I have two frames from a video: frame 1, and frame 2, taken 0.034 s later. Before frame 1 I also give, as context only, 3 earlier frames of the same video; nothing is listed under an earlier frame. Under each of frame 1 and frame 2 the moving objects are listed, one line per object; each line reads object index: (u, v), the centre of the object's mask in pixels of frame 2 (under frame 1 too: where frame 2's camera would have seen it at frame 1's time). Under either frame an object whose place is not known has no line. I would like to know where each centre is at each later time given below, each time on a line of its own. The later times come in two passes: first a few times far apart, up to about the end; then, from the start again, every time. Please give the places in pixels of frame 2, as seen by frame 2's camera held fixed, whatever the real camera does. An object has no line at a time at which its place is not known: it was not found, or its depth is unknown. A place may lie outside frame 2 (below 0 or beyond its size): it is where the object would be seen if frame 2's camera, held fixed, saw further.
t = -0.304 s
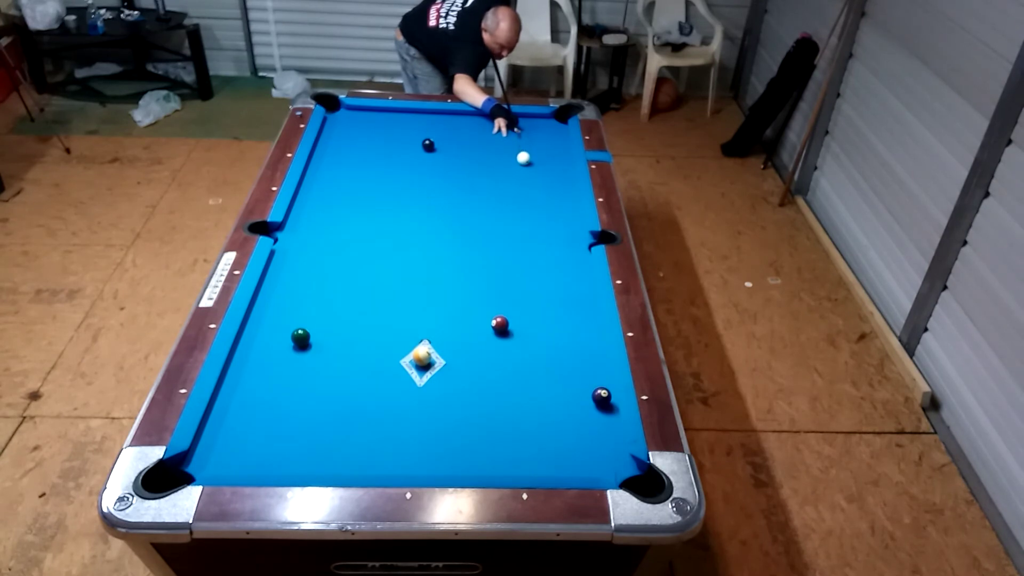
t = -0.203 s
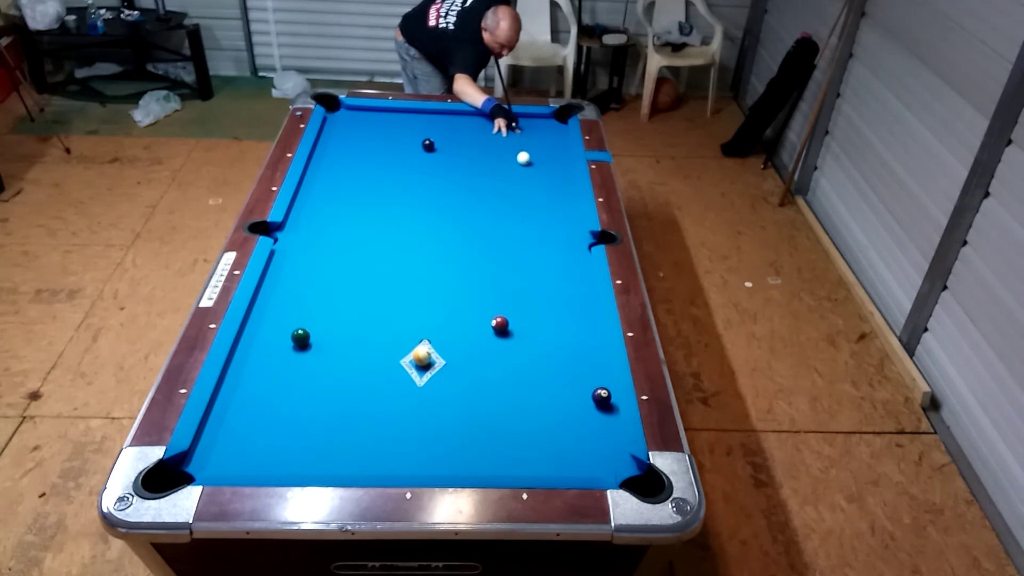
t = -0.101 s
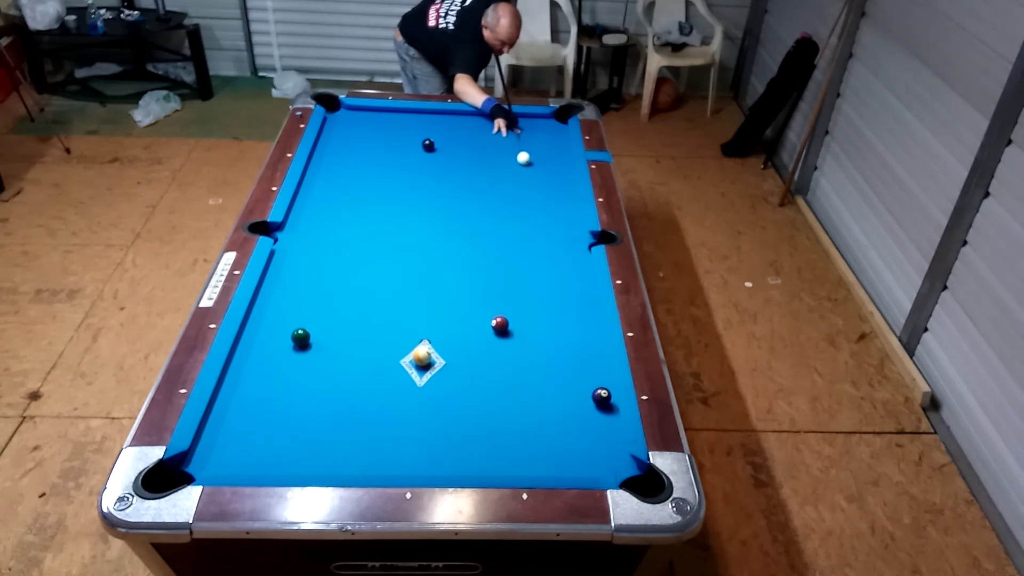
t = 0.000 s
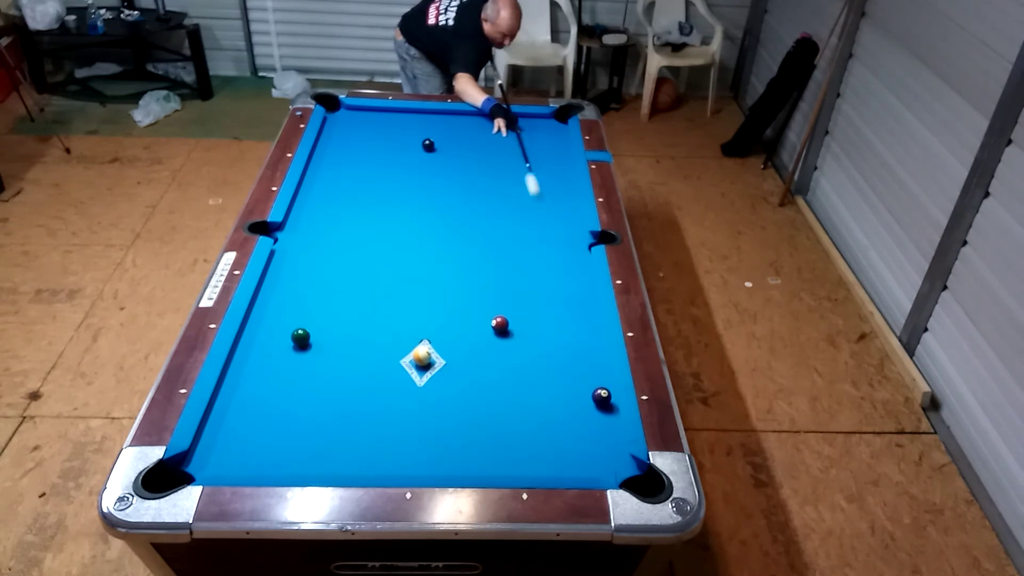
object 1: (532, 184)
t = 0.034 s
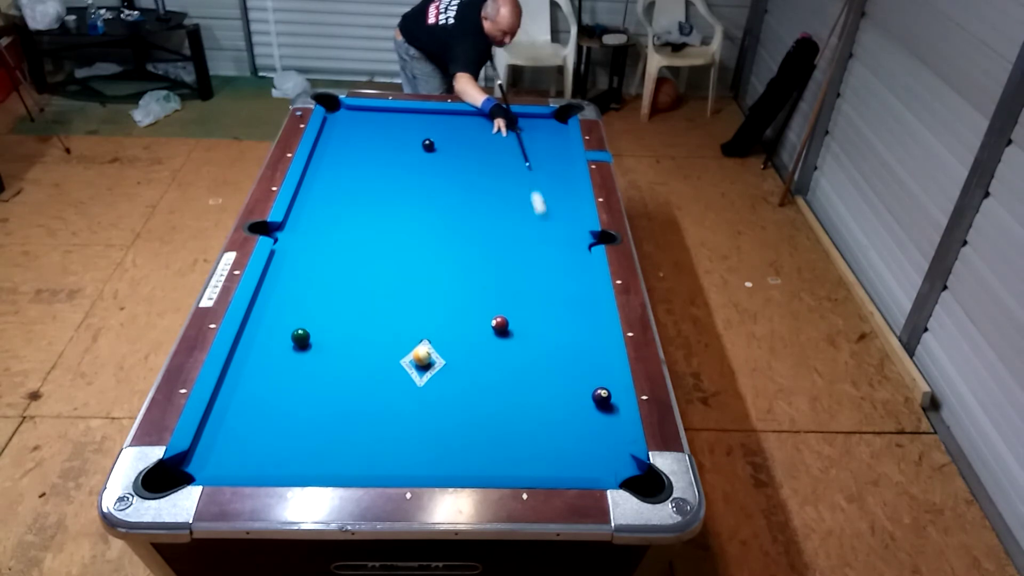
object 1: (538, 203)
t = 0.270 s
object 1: (593, 367)
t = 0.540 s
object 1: (585, 361)
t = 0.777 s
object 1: (566, 338)
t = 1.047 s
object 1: (547, 314)
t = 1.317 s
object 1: (529, 293)
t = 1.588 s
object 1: (514, 274)
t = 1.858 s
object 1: (499, 257)
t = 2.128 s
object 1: (487, 242)
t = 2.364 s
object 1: (477, 230)
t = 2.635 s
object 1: (467, 217)
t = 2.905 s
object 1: (457, 206)
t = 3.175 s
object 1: (449, 196)
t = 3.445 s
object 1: (442, 187)
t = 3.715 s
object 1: (435, 179)
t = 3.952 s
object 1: (431, 173)
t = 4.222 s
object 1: (426, 166)
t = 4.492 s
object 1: (422, 161)
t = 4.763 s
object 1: (418, 156)
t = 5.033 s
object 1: (416, 152)
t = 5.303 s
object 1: (414, 149)
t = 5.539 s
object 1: (413, 147)
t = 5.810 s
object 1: (413, 145)
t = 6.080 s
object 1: (413, 144)
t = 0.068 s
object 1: (545, 222)
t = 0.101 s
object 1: (551, 243)
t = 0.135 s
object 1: (559, 265)
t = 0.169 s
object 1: (566, 288)
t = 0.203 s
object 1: (575, 313)
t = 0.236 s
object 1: (584, 340)
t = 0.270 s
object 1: (593, 367)
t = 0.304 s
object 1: (601, 382)
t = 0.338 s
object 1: (604, 382)
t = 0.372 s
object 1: (600, 379)
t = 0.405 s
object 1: (597, 376)
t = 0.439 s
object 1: (594, 372)
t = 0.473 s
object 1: (591, 368)
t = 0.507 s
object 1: (588, 365)
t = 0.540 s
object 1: (585, 361)
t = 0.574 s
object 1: (582, 358)
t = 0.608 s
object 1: (580, 354)
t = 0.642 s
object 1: (577, 351)
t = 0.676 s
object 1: (574, 348)
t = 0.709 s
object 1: (571, 344)
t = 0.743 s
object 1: (569, 341)
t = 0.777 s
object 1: (566, 338)
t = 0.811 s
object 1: (564, 335)
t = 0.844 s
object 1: (561, 331)
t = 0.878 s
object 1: (559, 329)
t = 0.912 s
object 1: (556, 325)
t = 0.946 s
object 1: (554, 323)
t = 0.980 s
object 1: (551, 320)
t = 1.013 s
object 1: (549, 317)
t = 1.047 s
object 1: (547, 314)
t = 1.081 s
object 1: (545, 311)
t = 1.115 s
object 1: (542, 308)
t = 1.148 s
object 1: (540, 306)
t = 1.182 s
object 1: (538, 303)
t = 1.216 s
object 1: (536, 300)
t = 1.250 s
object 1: (534, 298)
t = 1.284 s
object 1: (531, 295)
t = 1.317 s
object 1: (529, 293)
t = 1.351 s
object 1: (527, 290)
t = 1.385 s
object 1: (525, 288)
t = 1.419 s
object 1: (523, 285)
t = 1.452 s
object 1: (521, 283)
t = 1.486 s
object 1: (519, 281)
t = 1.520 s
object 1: (517, 278)
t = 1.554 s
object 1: (515, 276)
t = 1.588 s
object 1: (514, 274)
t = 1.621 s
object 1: (512, 271)
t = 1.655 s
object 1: (510, 269)
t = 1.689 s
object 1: (508, 267)
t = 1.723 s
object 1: (506, 265)
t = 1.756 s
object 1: (504, 263)
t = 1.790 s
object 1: (503, 261)
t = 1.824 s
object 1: (501, 259)
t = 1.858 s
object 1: (499, 257)
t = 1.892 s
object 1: (498, 255)
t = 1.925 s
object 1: (496, 253)
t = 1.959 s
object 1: (495, 251)
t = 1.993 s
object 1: (493, 249)
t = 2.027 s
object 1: (491, 247)
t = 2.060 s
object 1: (490, 245)
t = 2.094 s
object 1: (488, 243)
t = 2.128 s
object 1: (487, 242)
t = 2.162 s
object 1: (485, 240)
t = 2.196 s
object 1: (484, 238)
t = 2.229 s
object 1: (482, 236)
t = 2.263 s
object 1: (481, 235)
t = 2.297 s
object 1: (479, 233)
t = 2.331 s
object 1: (478, 231)
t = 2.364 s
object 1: (477, 230)
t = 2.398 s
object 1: (475, 228)
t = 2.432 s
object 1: (474, 226)
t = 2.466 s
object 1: (473, 225)
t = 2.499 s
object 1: (472, 223)
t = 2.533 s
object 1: (470, 222)
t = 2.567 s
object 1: (469, 220)
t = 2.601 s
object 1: (468, 219)
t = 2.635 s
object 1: (467, 217)
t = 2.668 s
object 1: (465, 216)
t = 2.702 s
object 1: (464, 214)
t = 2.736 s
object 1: (463, 213)
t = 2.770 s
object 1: (462, 211)
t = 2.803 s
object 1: (461, 210)
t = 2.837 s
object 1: (459, 209)
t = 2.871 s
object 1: (458, 207)
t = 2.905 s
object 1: (457, 206)
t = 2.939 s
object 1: (456, 205)
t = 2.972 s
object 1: (455, 203)
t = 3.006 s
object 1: (454, 202)
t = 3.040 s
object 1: (453, 201)
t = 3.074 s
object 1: (452, 200)
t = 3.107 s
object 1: (451, 198)
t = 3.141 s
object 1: (450, 197)
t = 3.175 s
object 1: (449, 196)
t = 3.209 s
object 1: (448, 195)
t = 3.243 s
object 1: (447, 194)
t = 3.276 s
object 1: (446, 193)
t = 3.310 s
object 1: (445, 191)
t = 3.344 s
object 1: (444, 190)
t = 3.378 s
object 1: (443, 189)
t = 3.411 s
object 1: (443, 188)
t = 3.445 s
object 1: (442, 187)
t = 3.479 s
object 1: (441, 186)
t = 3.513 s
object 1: (440, 185)
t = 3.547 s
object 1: (439, 184)
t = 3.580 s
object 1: (438, 183)
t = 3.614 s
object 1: (438, 182)
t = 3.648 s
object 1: (437, 181)
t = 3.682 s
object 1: (436, 180)
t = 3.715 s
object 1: (435, 179)
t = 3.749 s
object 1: (435, 178)
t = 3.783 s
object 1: (434, 177)
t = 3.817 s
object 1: (433, 176)
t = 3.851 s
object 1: (432, 175)
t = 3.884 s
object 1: (432, 175)
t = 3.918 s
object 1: (431, 174)
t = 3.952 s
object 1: (431, 173)
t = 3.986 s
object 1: (430, 172)
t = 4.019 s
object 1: (429, 171)
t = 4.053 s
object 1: (429, 170)
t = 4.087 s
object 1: (428, 170)
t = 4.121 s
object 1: (427, 169)
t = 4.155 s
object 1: (427, 168)
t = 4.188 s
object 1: (426, 167)
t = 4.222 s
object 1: (426, 166)
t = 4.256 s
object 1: (425, 166)
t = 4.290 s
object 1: (425, 165)
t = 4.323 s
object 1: (424, 164)
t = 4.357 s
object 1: (423, 164)
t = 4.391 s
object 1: (423, 163)
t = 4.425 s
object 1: (423, 162)
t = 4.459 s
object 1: (422, 162)
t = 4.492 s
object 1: (422, 161)
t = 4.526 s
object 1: (421, 160)
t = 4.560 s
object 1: (421, 160)
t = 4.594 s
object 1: (420, 159)
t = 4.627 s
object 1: (420, 159)
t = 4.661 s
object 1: (419, 158)
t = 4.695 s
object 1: (419, 157)
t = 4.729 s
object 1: (418, 157)
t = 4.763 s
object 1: (418, 156)
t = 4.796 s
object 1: (418, 156)
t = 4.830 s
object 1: (417, 155)
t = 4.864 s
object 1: (417, 155)
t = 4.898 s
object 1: (417, 154)
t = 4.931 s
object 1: (417, 154)
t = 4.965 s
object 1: (416, 153)
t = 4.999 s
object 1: (416, 153)
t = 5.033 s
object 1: (416, 152)
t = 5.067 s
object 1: (415, 152)
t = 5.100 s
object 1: (415, 152)
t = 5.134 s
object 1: (415, 151)
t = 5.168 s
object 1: (415, 151)
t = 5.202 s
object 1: (415, 150)
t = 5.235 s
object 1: (414, 150)
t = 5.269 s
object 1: (414, 150)
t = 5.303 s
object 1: (414, 149)
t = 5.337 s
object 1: (414, 149)
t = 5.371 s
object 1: (414, 148)
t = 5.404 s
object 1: (413, 148)
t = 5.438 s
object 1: (413, 148)
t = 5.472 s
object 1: (413, 147)
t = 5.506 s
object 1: (413, 147)
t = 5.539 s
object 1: (413, 147)
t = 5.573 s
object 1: (413, 147)
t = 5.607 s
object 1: (413, 146)
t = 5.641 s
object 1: (413, 146)
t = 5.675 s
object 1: (413, 146)
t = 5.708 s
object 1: (413, 146)
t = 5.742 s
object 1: (413, 145)
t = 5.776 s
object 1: (413, 145)
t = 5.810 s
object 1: (413, 145)
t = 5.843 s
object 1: (413, 145)
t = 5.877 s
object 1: (413, 144)
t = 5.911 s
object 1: (413, 144)
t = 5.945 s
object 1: (413, 144)
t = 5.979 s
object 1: (413, 144)
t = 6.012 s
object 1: (413, 144)
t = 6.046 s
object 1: (413, 144)
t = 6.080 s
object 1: (413, 144)
